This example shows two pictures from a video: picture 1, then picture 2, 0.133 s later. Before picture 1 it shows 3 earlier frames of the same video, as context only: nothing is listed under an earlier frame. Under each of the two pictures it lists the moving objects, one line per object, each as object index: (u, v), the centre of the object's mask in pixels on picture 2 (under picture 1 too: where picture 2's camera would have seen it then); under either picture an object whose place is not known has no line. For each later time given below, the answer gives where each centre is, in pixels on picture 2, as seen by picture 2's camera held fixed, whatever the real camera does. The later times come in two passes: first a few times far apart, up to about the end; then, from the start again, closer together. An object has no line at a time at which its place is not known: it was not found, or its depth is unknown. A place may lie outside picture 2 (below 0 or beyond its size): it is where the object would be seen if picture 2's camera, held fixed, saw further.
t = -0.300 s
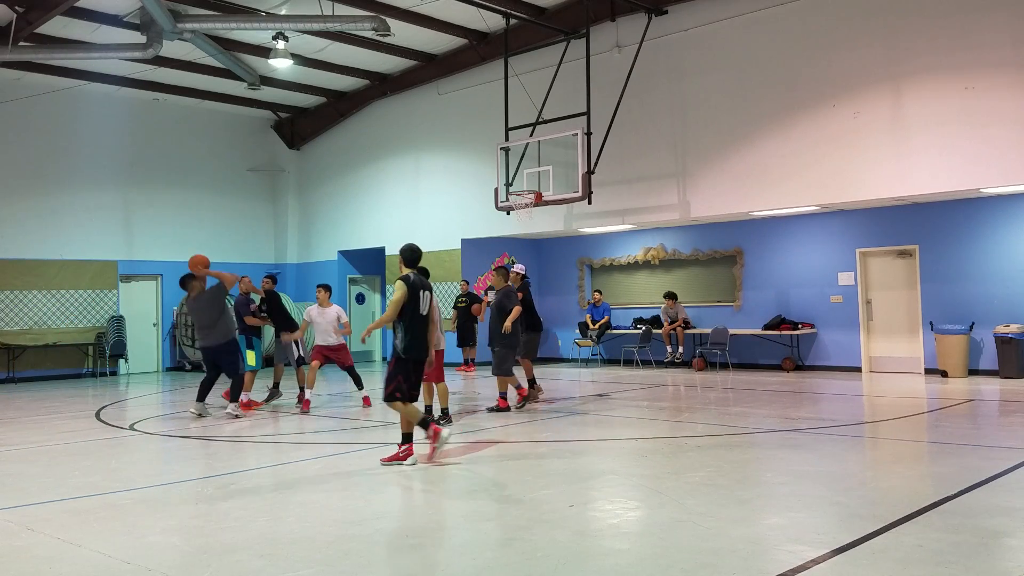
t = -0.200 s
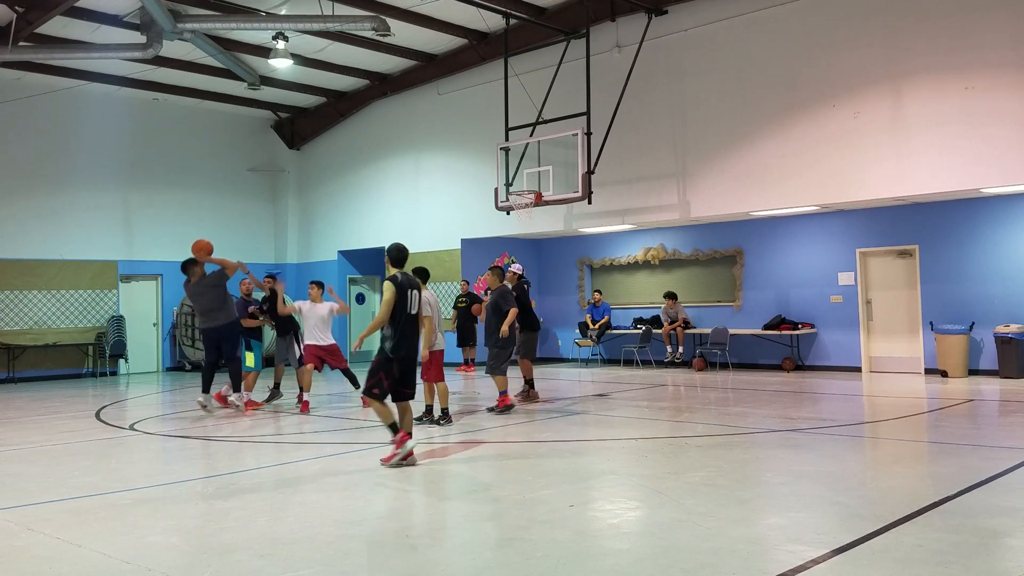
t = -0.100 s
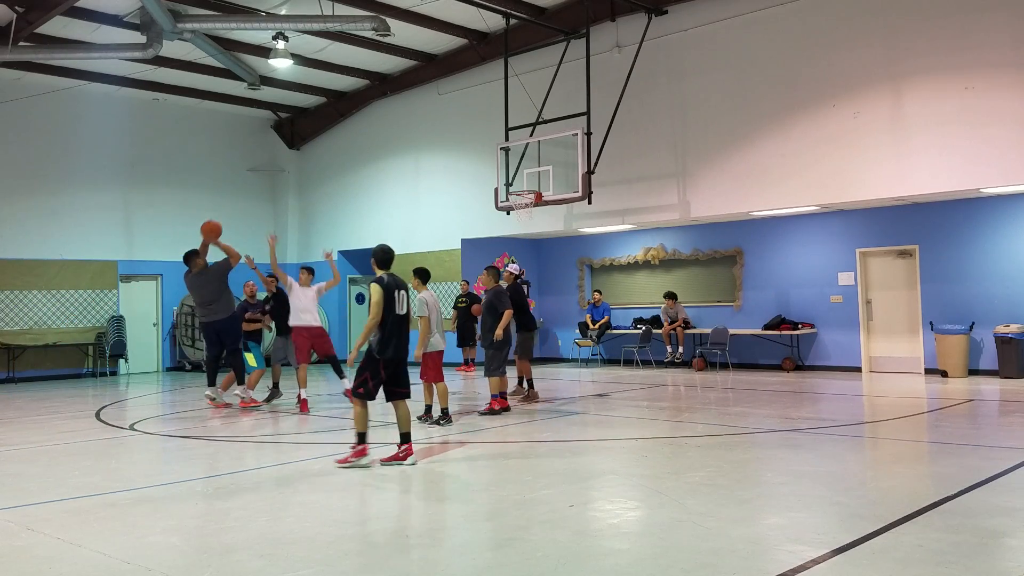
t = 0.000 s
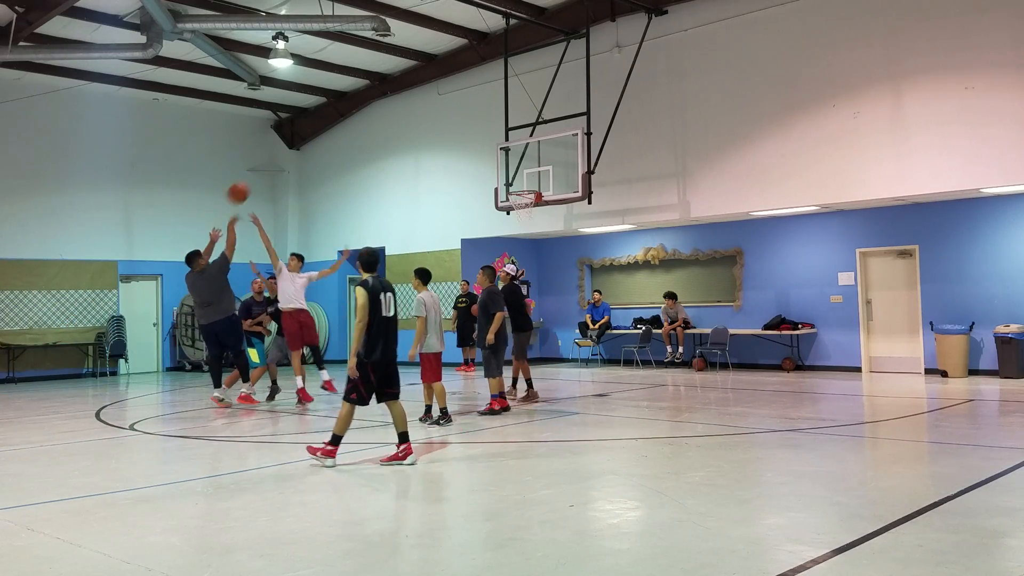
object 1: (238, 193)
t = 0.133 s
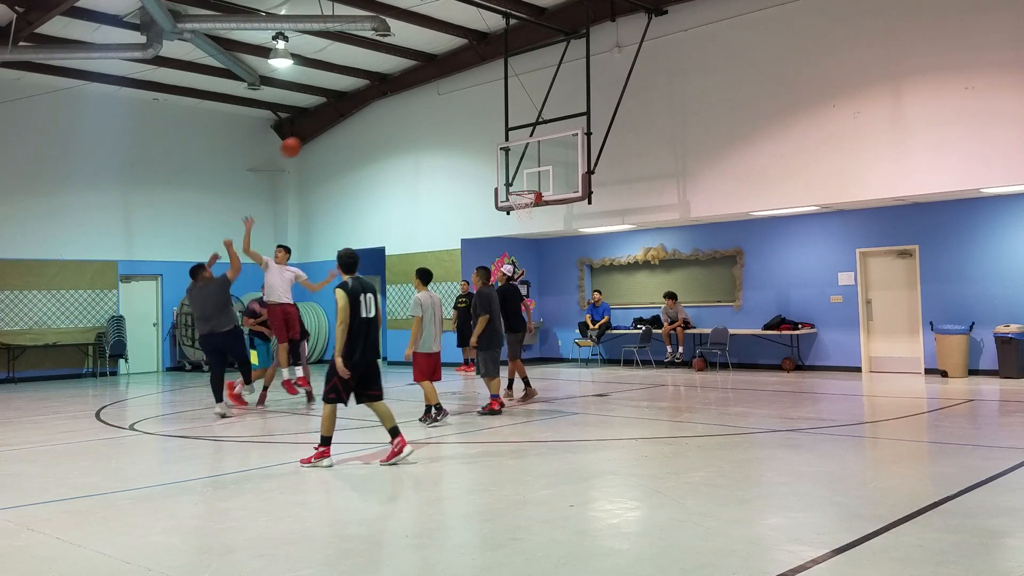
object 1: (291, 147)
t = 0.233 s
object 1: (325, 125)
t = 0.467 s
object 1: (398, 105)
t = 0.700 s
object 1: (461, 123)
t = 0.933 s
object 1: (516, 169)
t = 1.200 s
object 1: (490, 170)
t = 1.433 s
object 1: (452, 179)
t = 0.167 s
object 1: (302, 139)
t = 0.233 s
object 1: (325, 125)
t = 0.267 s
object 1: (336, 119)
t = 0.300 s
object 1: (347, 115)
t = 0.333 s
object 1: (358, 111)
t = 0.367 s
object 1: (368, 109)
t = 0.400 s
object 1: (378, 107)
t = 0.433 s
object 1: (388, 105)
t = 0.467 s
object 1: (398, 105)
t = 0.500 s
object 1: (407, 106)
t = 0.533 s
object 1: (417, 107)
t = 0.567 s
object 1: (426, 109)
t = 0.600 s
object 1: (435, 111)
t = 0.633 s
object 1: (444, 114)
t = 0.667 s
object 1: (452, 118)
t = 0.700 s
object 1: (461, 123)
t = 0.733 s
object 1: (469, 128)
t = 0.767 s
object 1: (477, 133)
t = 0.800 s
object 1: (485, 140)
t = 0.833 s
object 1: (493, 146)
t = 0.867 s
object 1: (501, 153)
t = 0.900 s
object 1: (509, 161)
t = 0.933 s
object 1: (516, 169)
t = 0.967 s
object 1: (523, 178)
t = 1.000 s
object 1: (521, 184)
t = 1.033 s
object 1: (516, 185)
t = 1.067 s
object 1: (511, 181)
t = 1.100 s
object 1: (506, 177)
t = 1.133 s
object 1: (500, 174)
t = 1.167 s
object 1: (495, 172)
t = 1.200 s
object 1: (490, 170)
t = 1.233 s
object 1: (485, 169)
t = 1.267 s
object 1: (479, 169)
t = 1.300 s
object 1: (474, 170)
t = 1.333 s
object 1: (468, 171)
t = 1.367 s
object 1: (463, 173)
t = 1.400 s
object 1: (457, 175)
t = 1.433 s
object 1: (452, 179)
